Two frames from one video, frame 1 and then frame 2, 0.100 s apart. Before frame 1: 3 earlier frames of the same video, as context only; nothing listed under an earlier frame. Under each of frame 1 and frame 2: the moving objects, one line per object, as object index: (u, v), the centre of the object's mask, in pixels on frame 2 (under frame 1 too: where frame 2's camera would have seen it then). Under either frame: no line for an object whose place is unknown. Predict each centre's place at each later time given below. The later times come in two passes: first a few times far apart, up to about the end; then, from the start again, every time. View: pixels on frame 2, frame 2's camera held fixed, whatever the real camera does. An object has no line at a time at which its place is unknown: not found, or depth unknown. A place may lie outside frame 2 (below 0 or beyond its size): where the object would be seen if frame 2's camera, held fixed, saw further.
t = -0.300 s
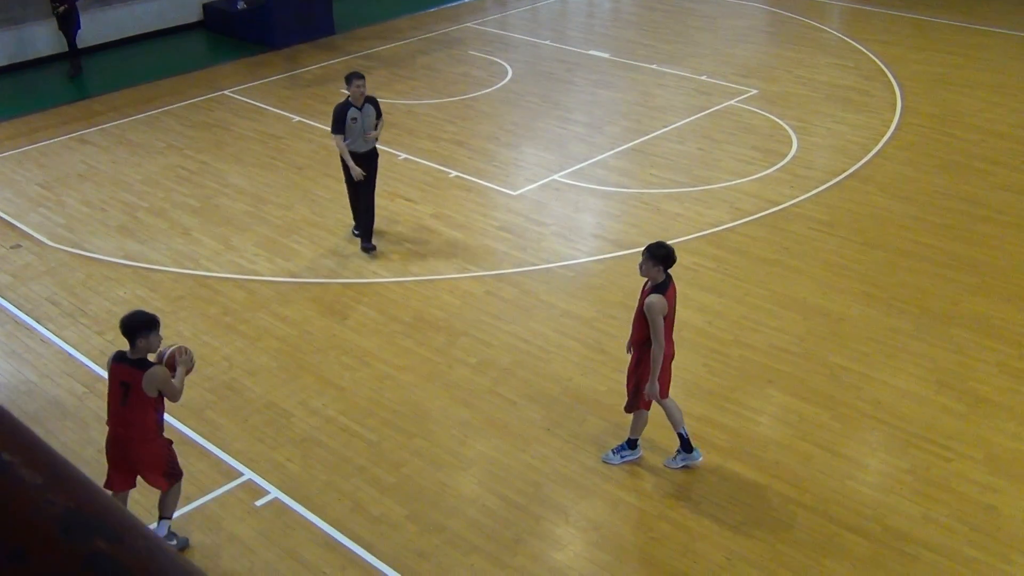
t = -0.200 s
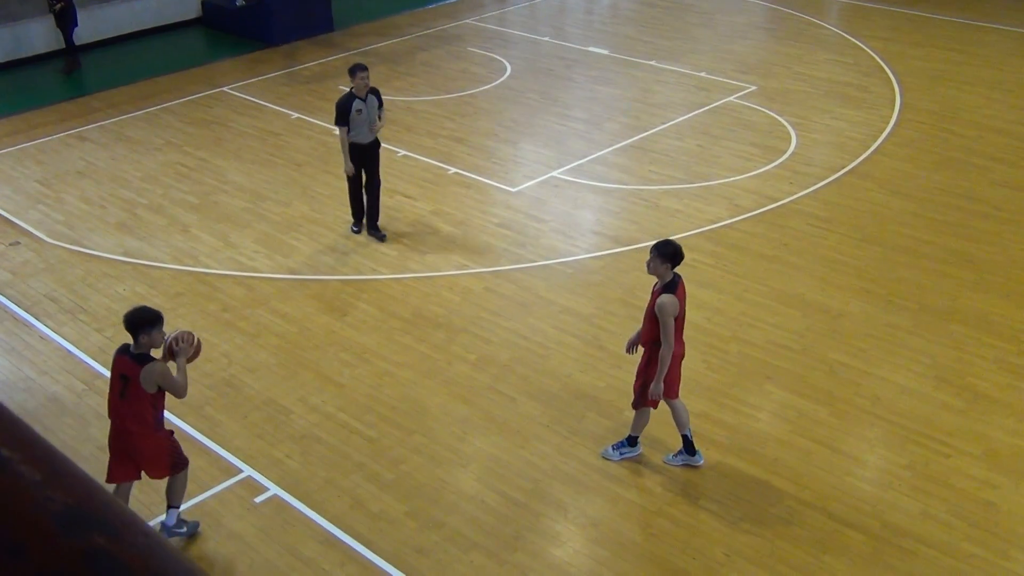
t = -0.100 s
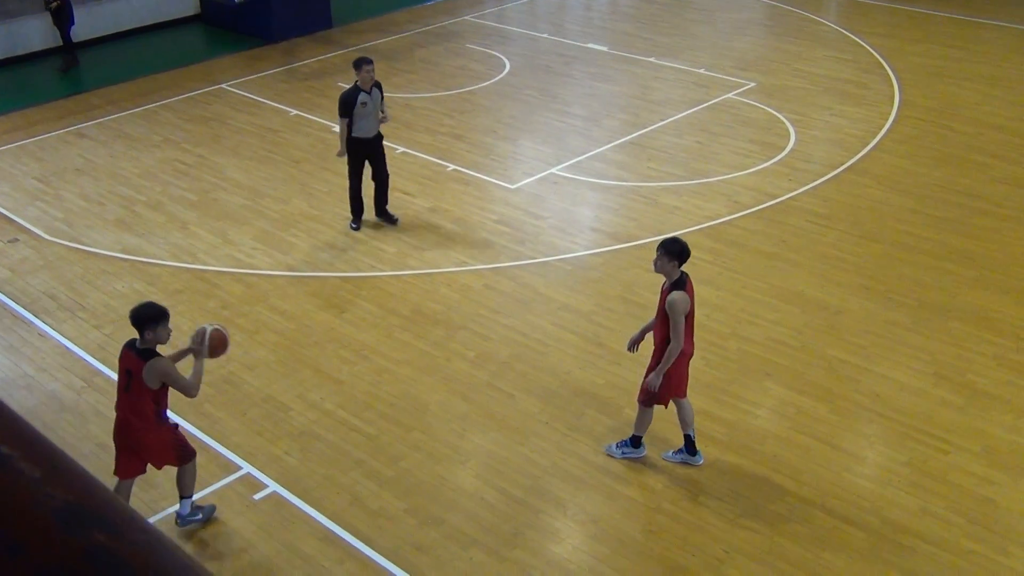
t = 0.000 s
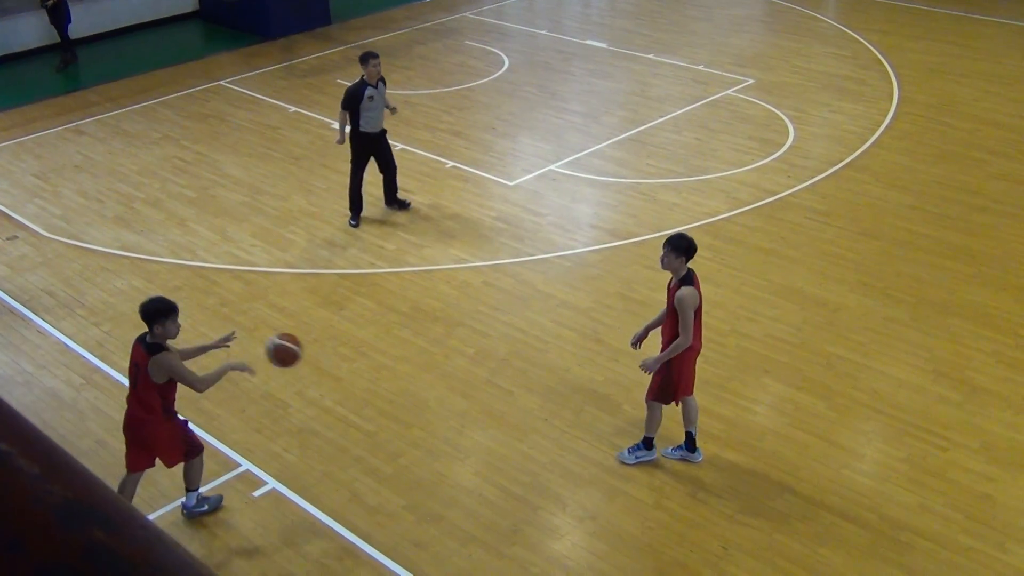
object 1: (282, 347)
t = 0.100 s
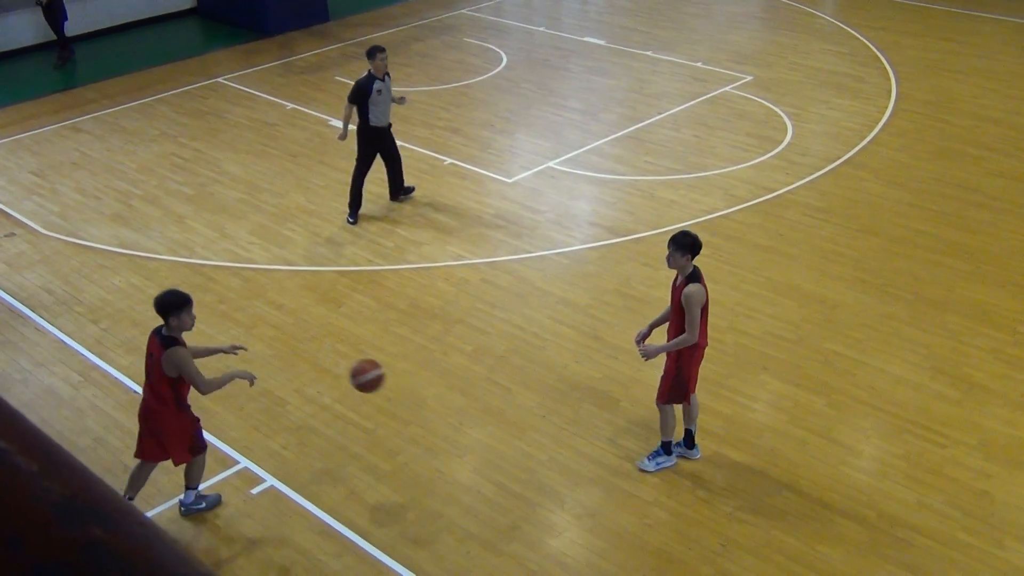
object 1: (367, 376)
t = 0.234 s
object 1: (474, 430)
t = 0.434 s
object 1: (577, 416)
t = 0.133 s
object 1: (395, 388)
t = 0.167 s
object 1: (421, 401)
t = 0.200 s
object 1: (448, 415)
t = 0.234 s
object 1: (474, 430)
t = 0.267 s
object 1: (500, 446)
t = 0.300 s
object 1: (525, 465)
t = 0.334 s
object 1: (538, 452)
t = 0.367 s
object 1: (551, 439)
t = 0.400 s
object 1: (563, 427)
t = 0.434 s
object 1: (577, 416)
